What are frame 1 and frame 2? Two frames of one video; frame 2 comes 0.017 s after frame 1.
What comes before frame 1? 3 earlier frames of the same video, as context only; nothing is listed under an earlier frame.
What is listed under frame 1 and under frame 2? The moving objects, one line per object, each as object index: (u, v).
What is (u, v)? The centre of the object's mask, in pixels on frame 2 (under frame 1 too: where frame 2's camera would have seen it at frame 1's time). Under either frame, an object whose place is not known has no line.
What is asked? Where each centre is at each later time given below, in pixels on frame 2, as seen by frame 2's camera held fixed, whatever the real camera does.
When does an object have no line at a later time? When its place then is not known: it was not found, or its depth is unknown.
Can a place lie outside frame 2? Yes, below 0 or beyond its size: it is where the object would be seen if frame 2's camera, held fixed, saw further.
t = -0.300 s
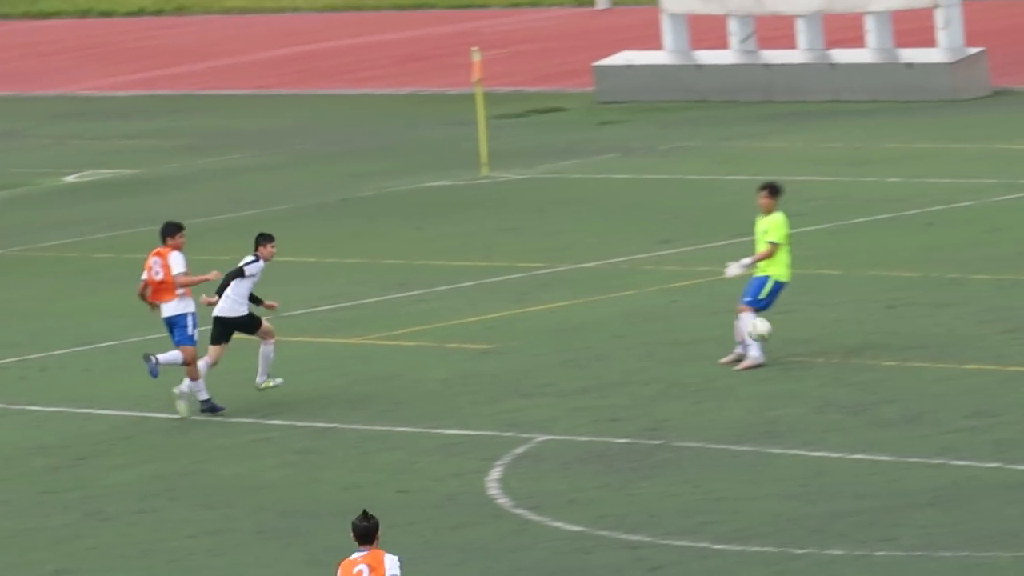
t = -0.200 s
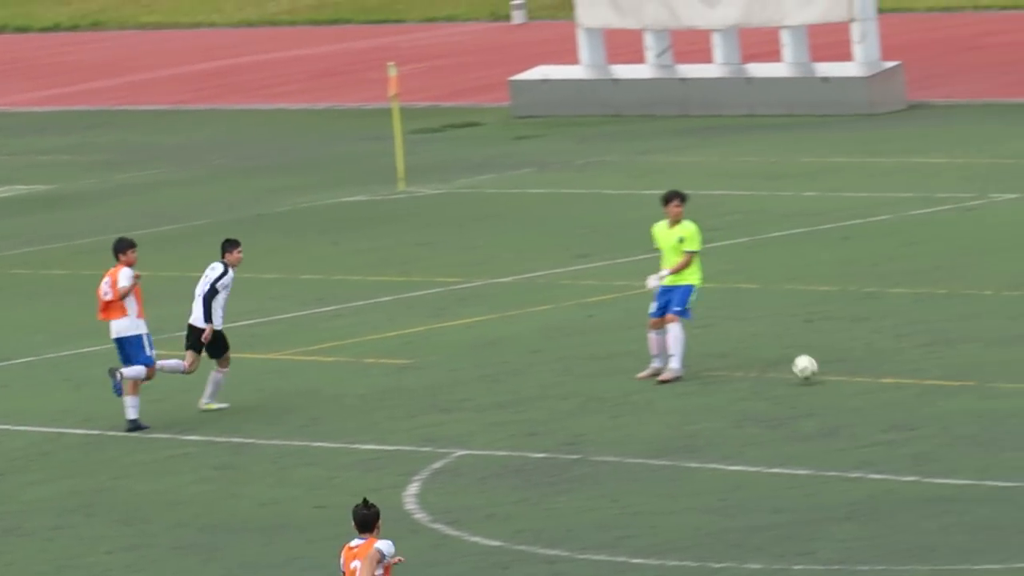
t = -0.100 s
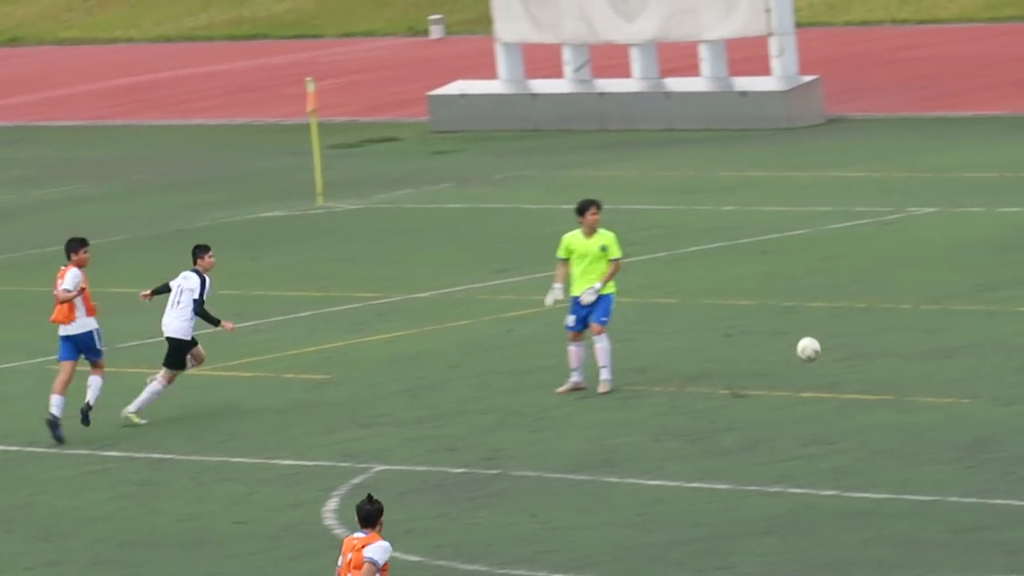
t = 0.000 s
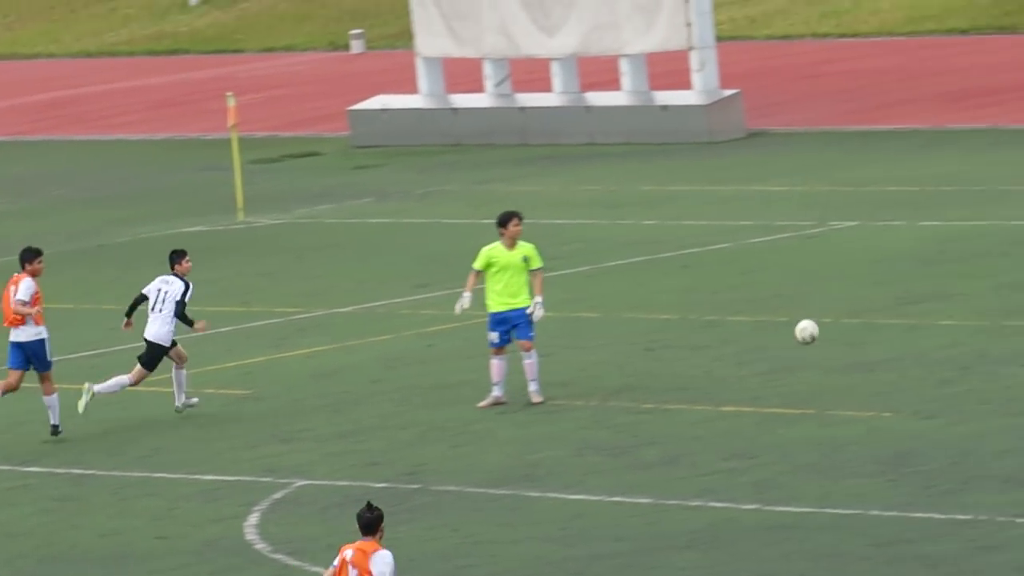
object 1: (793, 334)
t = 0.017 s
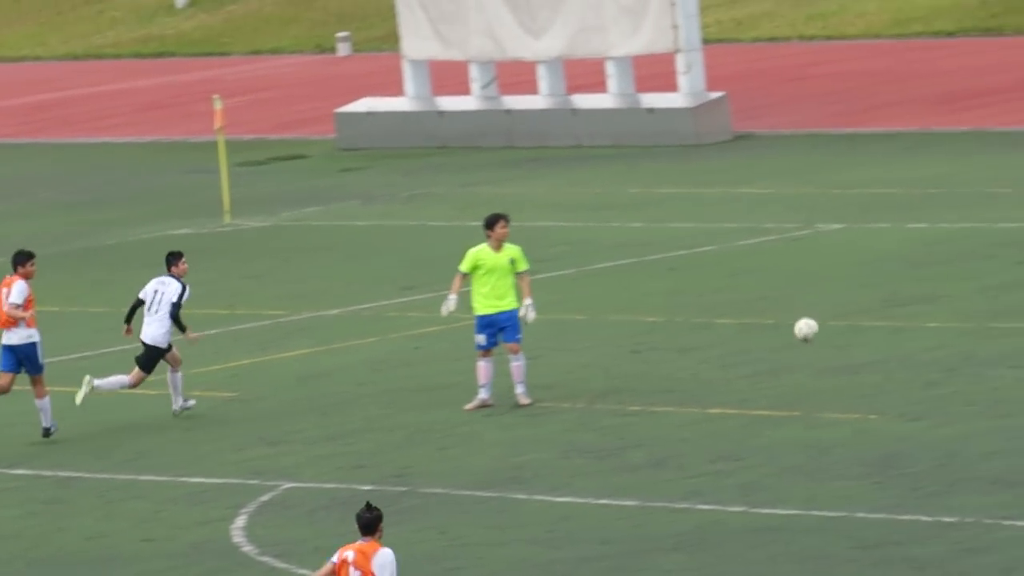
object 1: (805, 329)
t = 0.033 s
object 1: (819, 327)
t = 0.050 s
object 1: (831, 323)
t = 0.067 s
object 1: (843, 320)
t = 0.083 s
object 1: (857, 317)
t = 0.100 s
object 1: (871, 315)
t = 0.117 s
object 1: (884, 313)
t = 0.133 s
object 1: (897, 312)
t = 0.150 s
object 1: (910, 310)
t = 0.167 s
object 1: (923, 309)
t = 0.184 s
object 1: (936, 309)
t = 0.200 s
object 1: (950, 308)
